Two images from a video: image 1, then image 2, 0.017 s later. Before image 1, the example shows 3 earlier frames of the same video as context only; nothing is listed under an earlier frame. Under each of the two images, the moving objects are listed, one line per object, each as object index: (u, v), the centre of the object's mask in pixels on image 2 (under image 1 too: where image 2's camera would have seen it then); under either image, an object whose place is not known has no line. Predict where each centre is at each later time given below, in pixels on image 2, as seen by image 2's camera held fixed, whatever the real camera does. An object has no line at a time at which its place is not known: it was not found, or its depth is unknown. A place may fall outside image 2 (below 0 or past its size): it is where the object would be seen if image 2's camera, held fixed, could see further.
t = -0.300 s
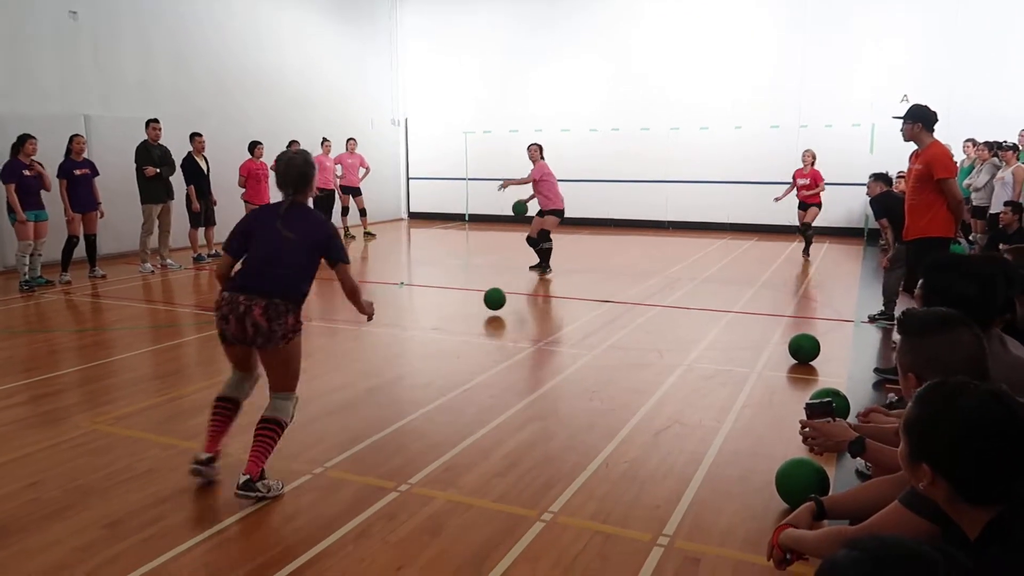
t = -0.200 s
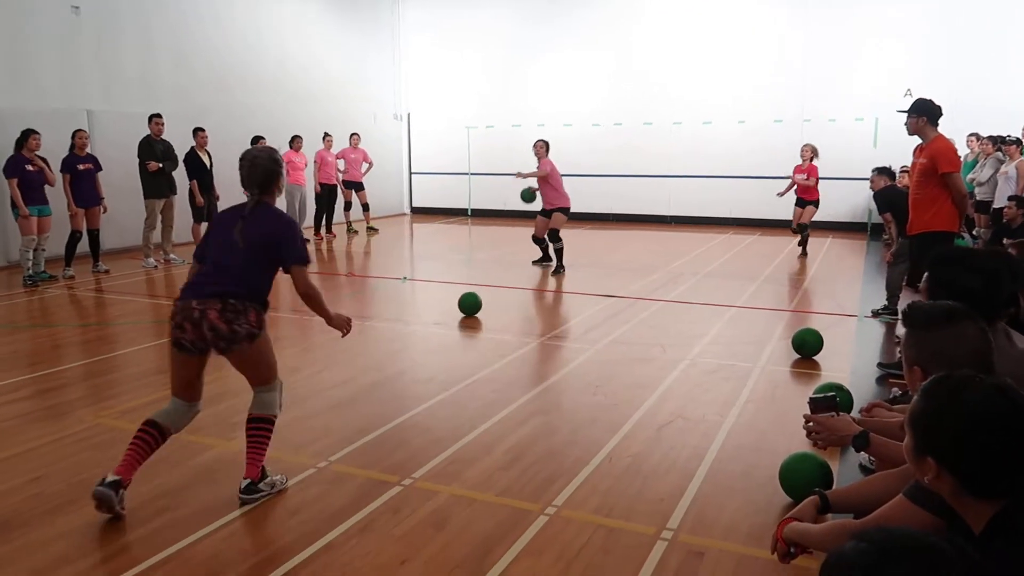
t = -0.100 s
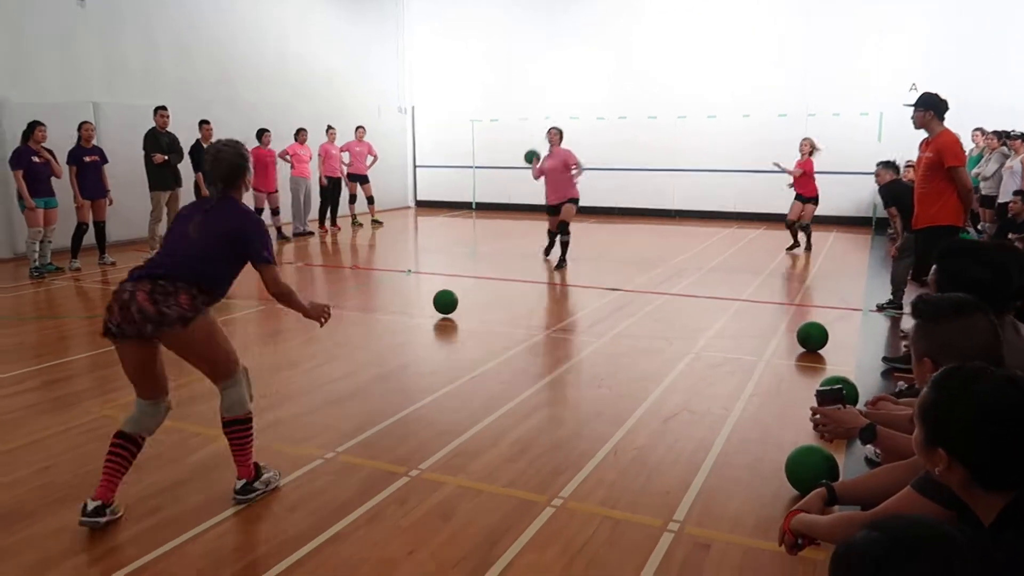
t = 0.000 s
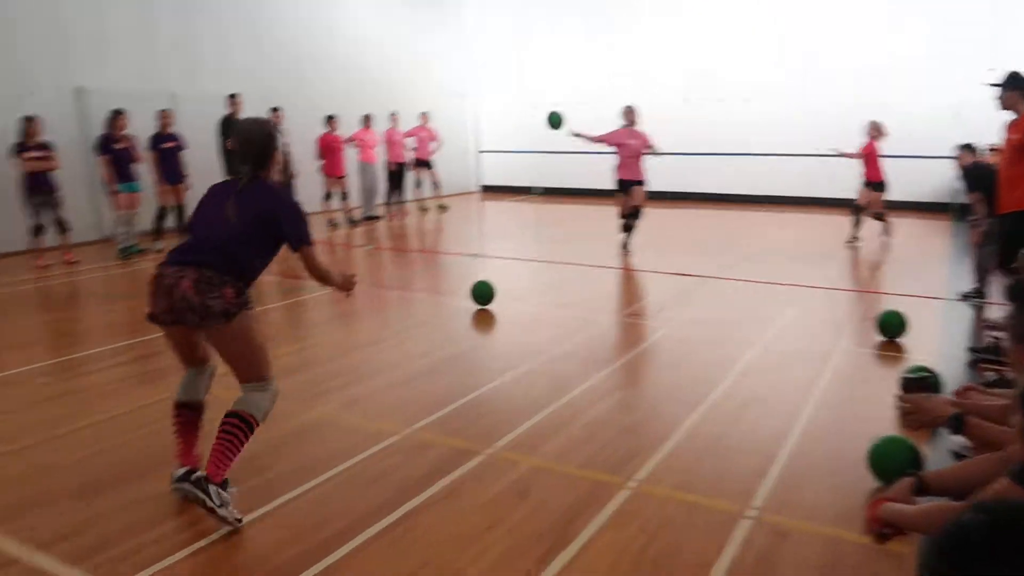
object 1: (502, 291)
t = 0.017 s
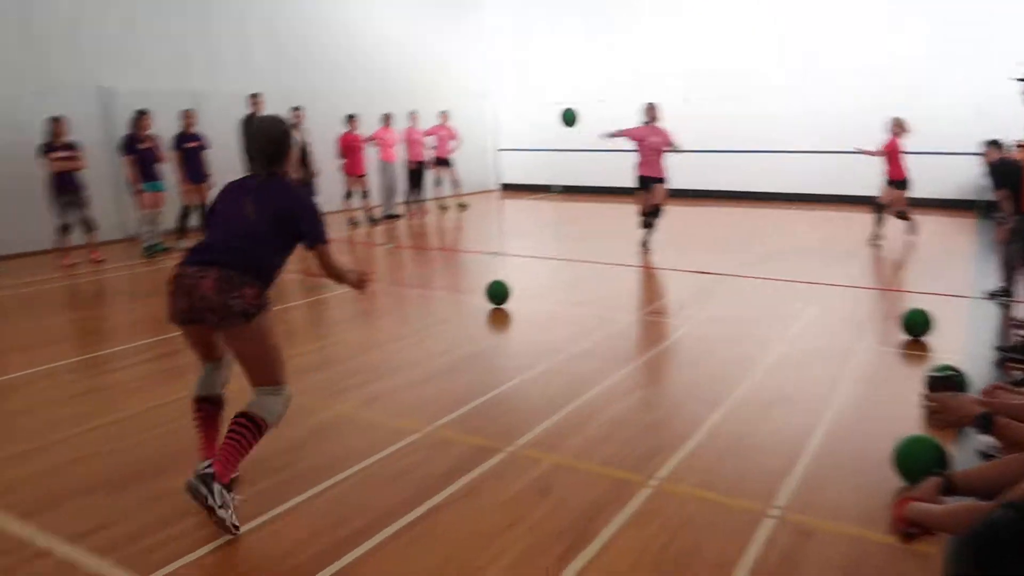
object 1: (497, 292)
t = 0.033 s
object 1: (493, 294)
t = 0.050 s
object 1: (489, 295)
